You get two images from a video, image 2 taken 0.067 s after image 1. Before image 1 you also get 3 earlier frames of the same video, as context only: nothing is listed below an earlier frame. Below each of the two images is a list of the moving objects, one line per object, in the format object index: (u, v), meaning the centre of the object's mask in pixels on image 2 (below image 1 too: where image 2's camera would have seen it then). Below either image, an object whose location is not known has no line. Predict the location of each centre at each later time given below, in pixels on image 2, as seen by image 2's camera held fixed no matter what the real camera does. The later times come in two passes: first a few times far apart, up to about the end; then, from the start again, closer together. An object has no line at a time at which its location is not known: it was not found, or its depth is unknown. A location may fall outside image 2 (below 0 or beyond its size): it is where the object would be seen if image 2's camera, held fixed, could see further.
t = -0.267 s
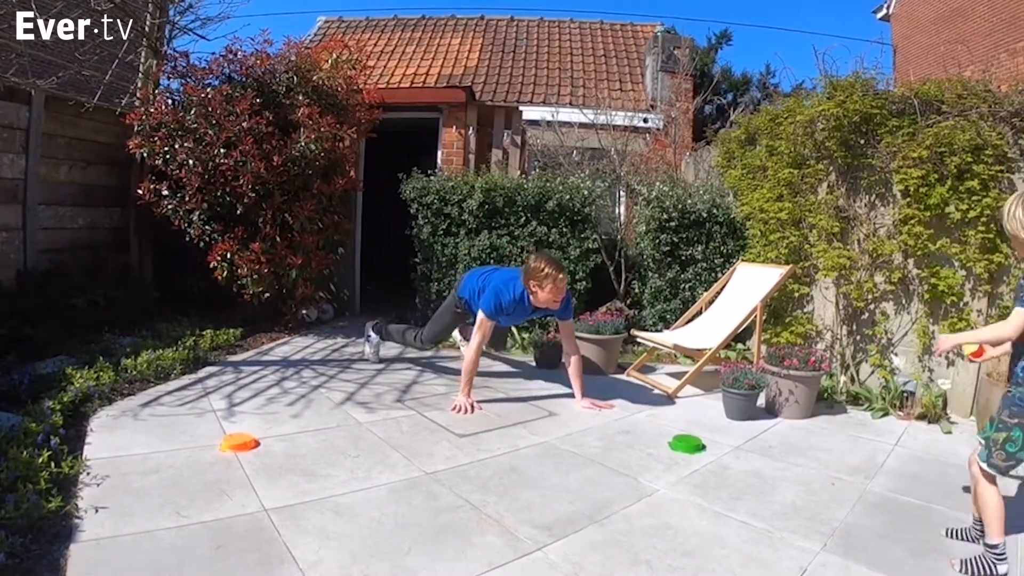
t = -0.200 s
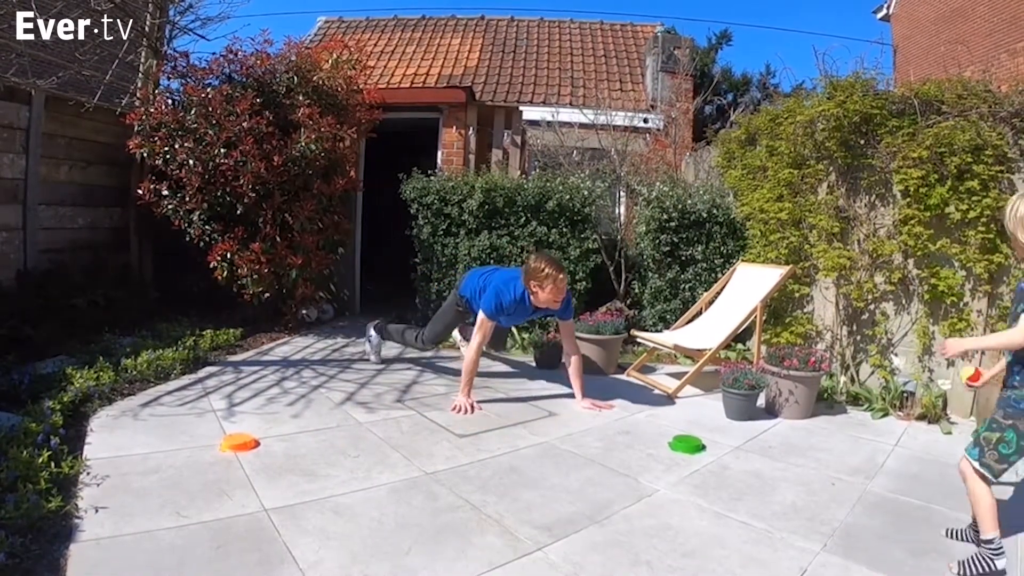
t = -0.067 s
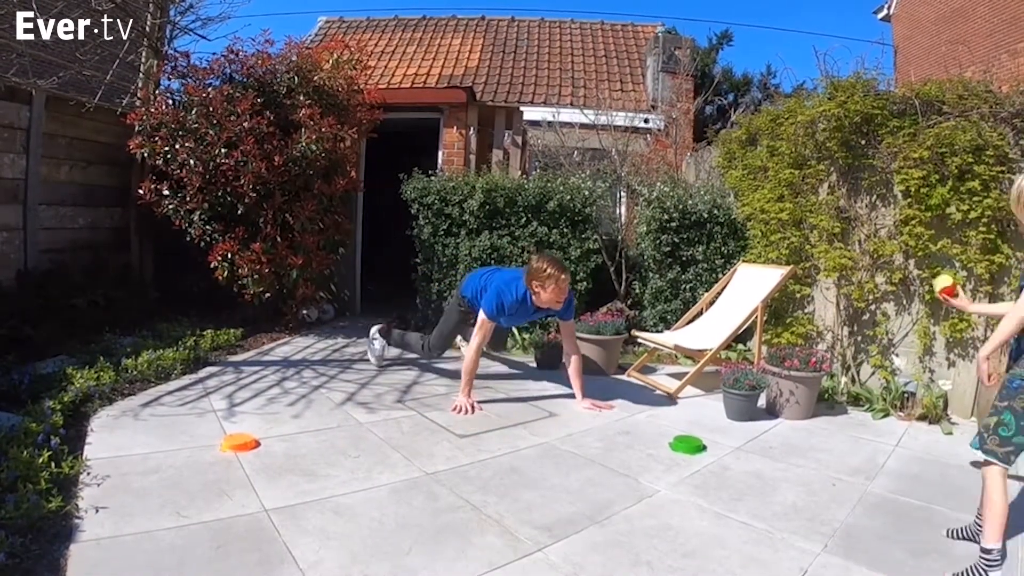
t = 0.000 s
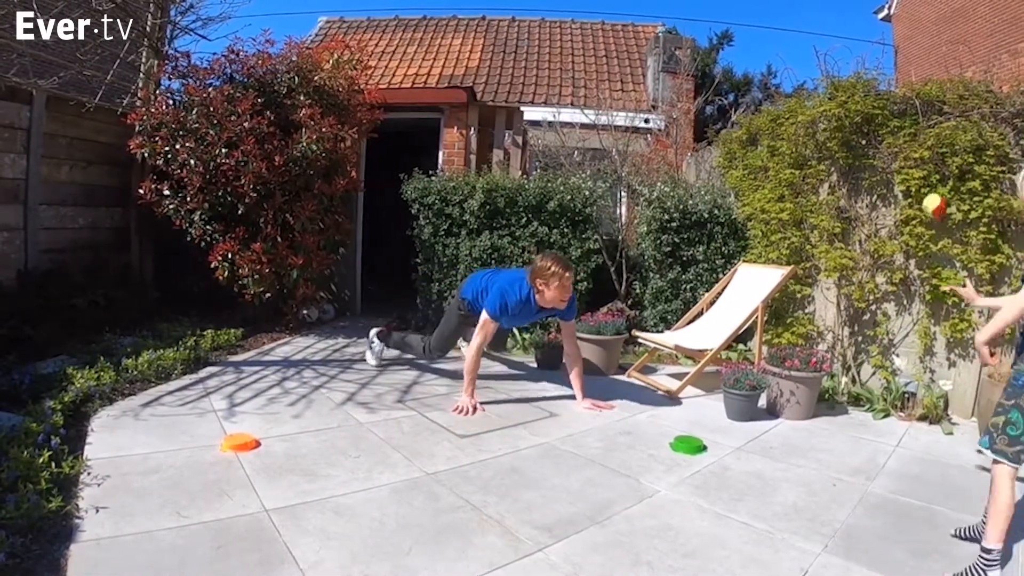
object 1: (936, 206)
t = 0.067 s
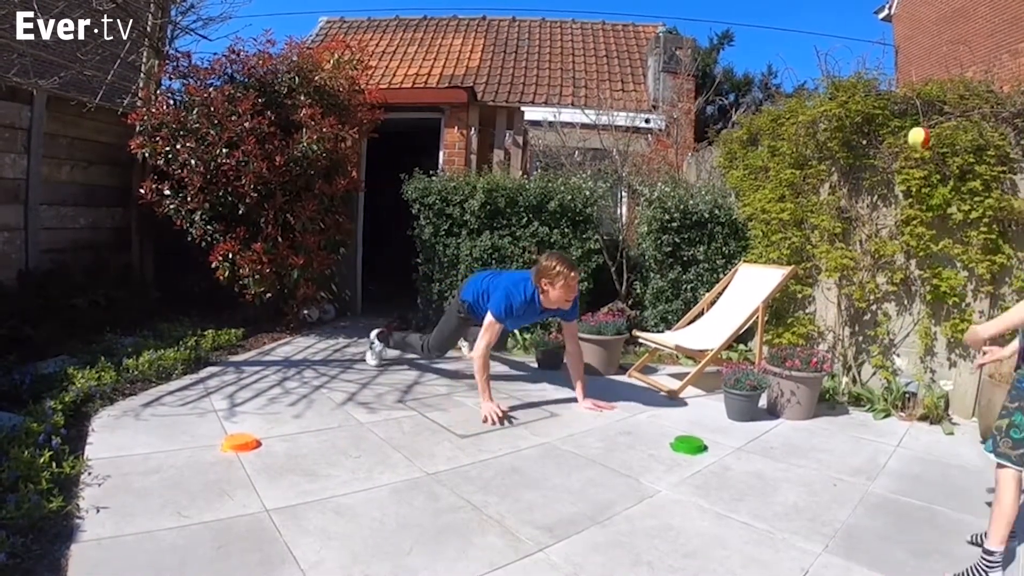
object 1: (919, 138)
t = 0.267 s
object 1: (861, 22)
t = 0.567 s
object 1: (776, 70)
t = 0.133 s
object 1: (900, 86)
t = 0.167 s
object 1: (890, 66)
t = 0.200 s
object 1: (880, 48)
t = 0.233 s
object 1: (870, 34)
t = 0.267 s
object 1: (861, 22)
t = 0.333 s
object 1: (841, 11)
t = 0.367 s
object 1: (832, 10)
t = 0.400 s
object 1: (822, 11)
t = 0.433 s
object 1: (813, 16)
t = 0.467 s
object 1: (804, 24)
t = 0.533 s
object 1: (786, 51)
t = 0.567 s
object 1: (776, 70)
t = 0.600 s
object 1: (766, 93)
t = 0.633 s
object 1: (756, 119)
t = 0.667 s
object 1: (746, 149)
